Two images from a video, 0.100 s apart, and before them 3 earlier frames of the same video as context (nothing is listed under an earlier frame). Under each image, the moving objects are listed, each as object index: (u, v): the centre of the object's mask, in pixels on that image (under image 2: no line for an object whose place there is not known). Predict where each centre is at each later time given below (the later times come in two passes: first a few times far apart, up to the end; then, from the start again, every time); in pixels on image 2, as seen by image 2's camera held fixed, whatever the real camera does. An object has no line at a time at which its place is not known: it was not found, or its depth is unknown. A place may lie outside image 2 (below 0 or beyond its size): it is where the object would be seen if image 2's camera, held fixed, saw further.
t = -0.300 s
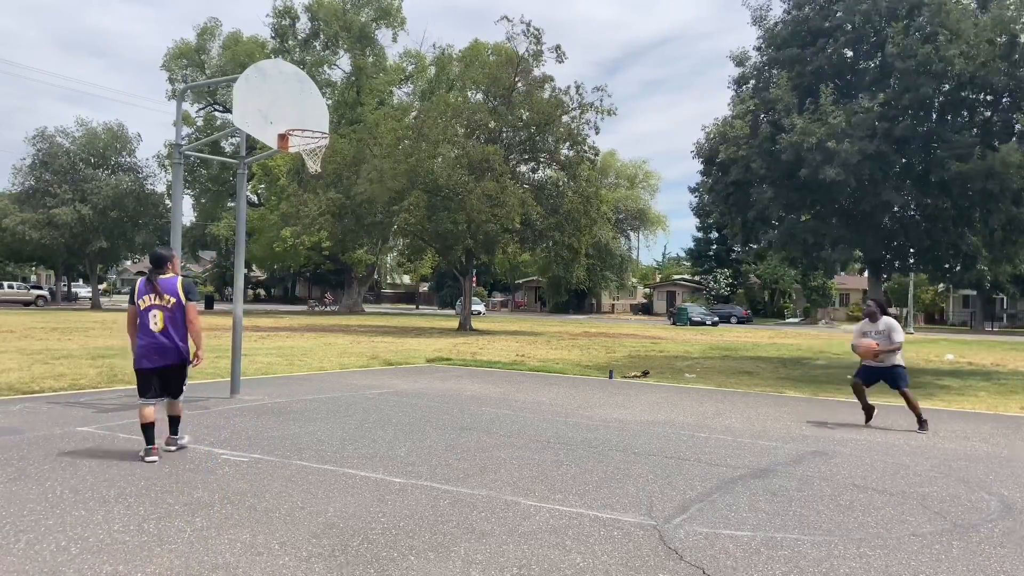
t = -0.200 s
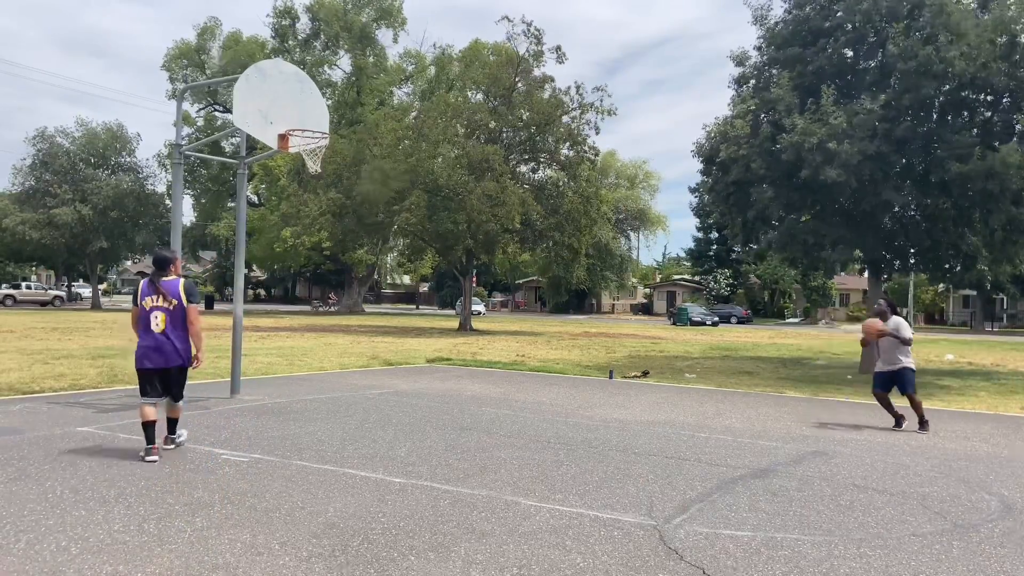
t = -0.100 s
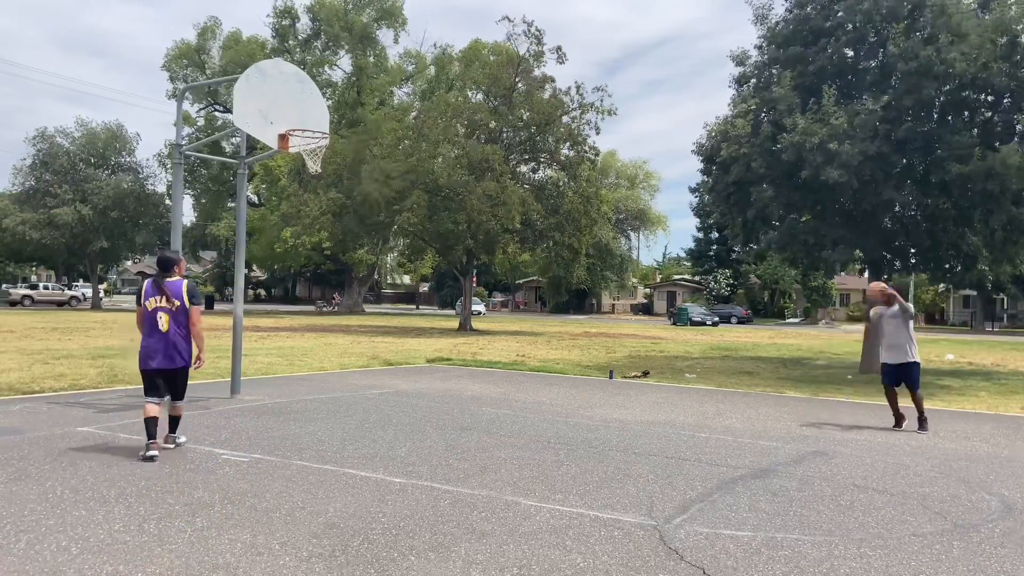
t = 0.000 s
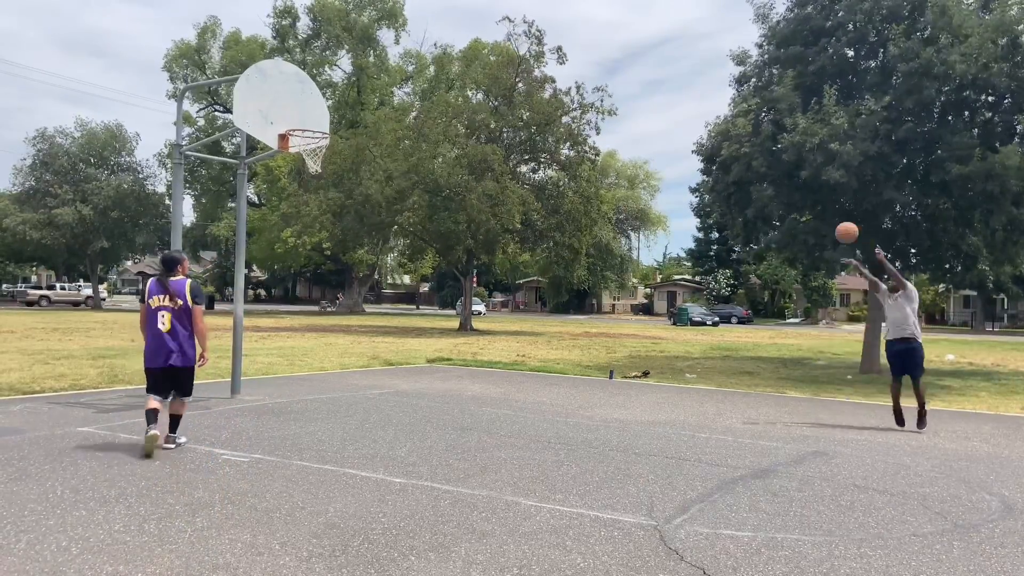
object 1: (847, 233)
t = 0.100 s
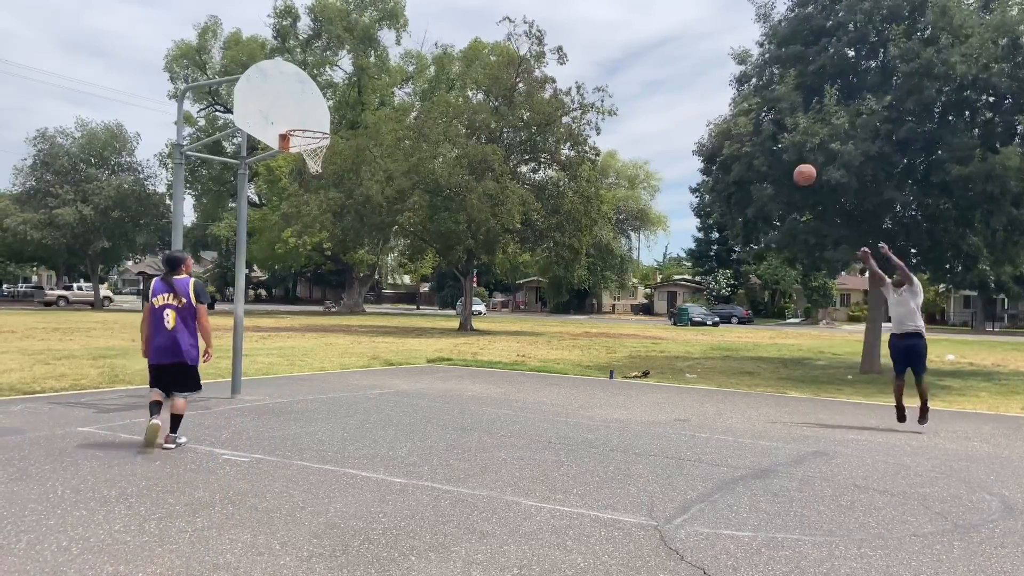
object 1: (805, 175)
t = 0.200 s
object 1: (764, 125)
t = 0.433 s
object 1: (671, 39)
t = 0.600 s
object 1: (607, 7)
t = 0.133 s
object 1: (791, 158)
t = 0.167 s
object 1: (778, 142)
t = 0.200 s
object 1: (764, 125)
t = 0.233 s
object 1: (750, 109)
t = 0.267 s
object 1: (736, 96)
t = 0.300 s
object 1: (723, 83)
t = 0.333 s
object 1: (710, 70)
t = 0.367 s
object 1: (697, 59)
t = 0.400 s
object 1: (684, 49)
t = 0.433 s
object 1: (671, 39)
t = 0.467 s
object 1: (658, 30)
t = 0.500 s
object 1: (645, 22)
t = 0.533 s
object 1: (632, 16)
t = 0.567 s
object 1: (620, 10)
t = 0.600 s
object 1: (607, 7)
